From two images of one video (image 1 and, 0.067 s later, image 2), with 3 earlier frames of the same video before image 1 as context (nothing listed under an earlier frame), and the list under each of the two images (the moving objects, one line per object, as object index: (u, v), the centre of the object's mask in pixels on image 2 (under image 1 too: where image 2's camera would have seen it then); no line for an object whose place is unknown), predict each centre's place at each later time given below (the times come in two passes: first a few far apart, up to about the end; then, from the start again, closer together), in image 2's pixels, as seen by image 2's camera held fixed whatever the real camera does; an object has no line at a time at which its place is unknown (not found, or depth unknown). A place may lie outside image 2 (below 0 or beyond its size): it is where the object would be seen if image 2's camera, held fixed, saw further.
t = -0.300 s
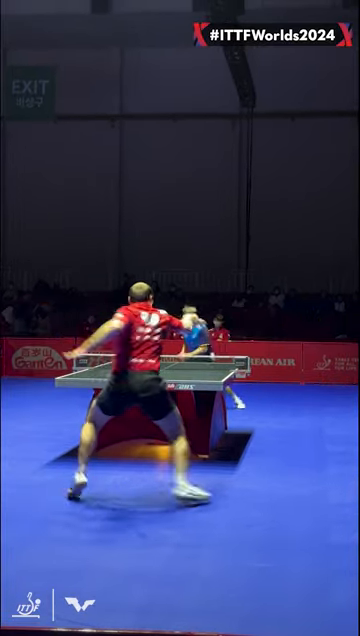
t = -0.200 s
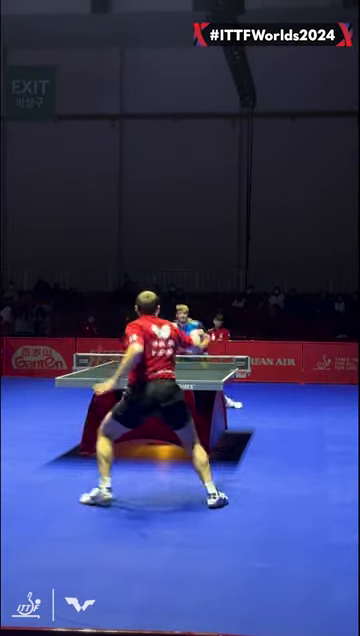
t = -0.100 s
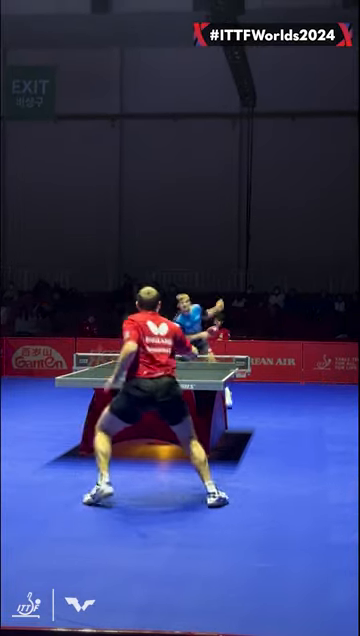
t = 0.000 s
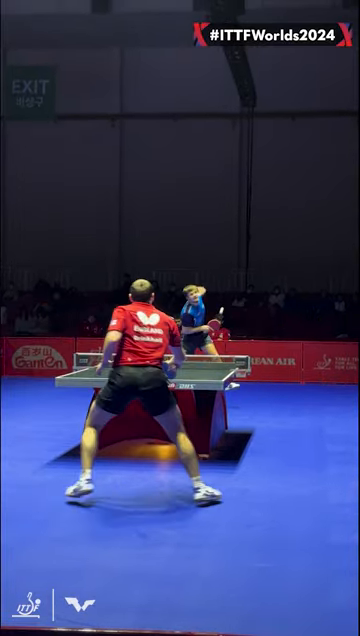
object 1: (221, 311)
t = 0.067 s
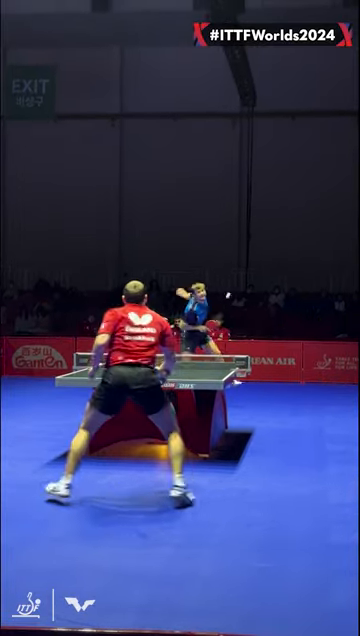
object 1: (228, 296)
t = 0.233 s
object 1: (246, 281)
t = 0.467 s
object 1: (274, 310)
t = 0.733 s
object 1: (307, 424)
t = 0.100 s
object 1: (231, 290)
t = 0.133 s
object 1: (235, 286)
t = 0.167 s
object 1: (239, 284)
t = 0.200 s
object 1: (242, 282)
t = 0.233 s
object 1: (246, 281)
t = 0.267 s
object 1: (250, 282)
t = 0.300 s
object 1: (254, 283)
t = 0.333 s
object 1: (258, 286)
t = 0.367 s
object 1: (261, 290)
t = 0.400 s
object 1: (266, 296)
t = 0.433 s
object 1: (270, 302)
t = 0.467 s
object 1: (274, 310)
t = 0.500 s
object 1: (278, 320)
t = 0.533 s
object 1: (282, 331)
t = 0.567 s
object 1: (286, 343)
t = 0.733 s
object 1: (307, 424)
